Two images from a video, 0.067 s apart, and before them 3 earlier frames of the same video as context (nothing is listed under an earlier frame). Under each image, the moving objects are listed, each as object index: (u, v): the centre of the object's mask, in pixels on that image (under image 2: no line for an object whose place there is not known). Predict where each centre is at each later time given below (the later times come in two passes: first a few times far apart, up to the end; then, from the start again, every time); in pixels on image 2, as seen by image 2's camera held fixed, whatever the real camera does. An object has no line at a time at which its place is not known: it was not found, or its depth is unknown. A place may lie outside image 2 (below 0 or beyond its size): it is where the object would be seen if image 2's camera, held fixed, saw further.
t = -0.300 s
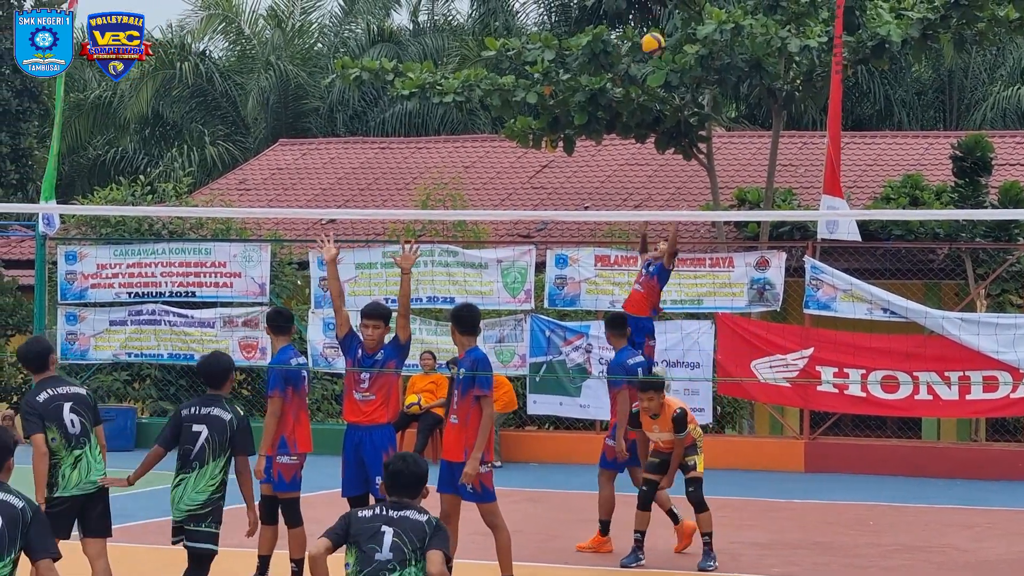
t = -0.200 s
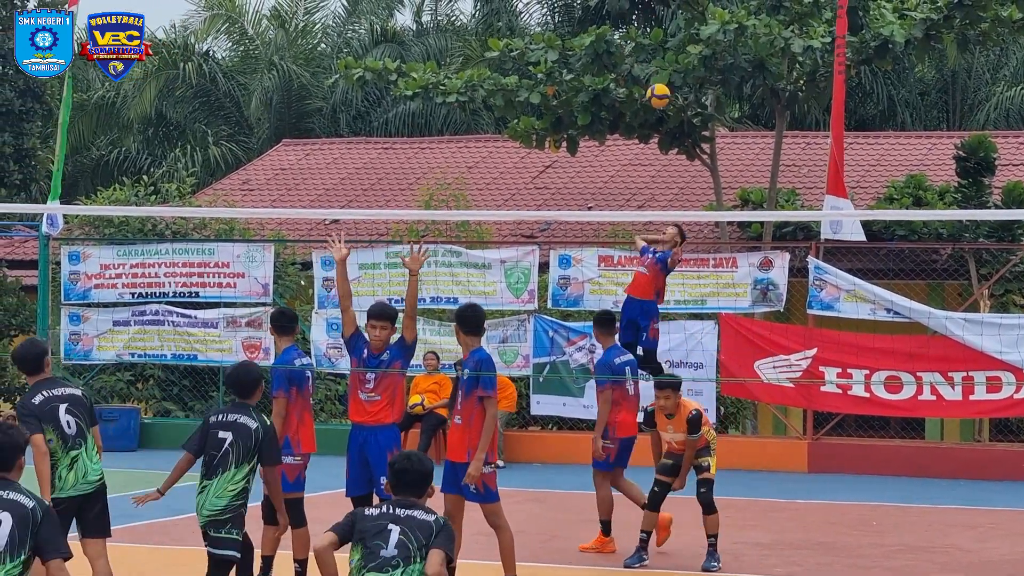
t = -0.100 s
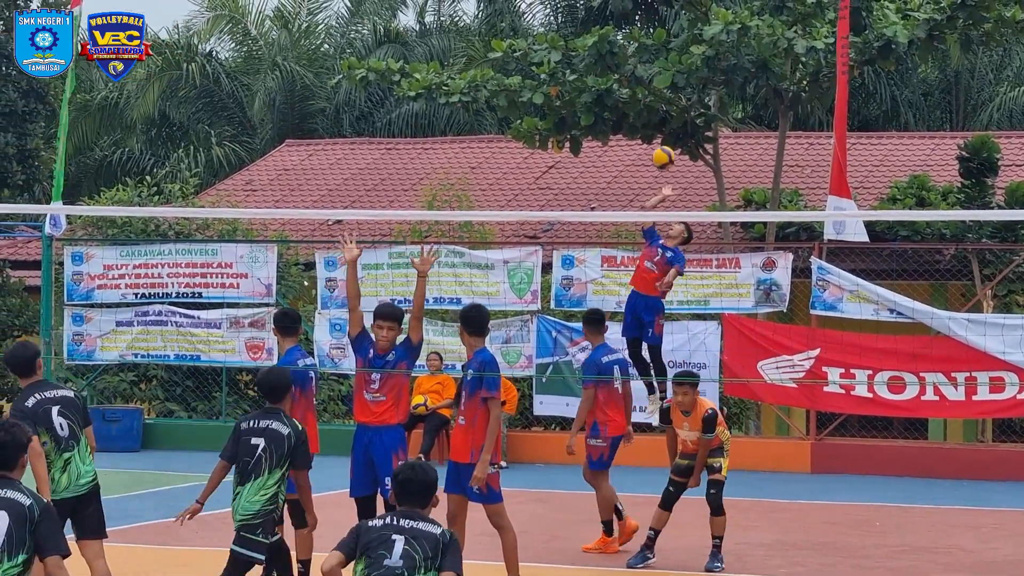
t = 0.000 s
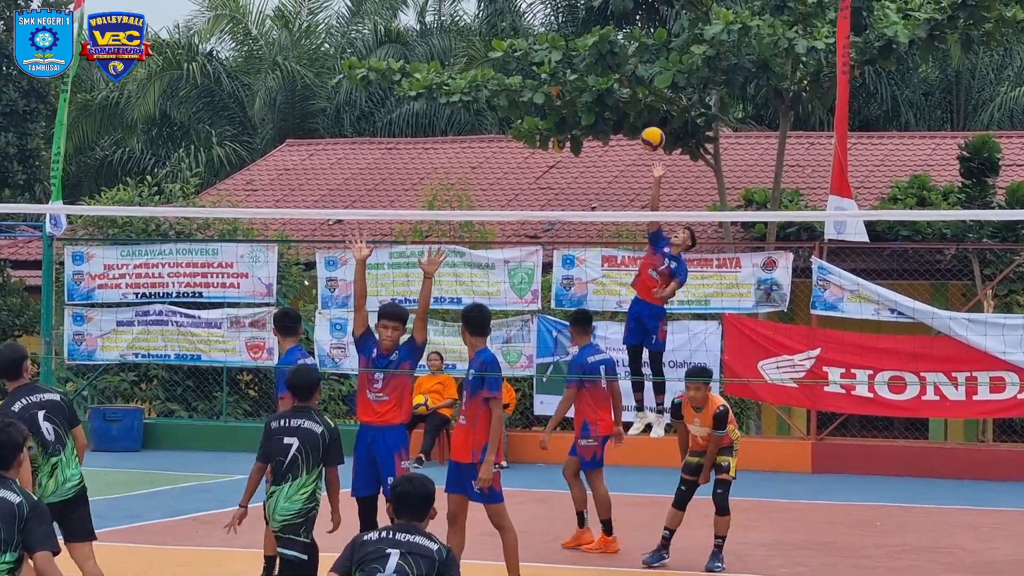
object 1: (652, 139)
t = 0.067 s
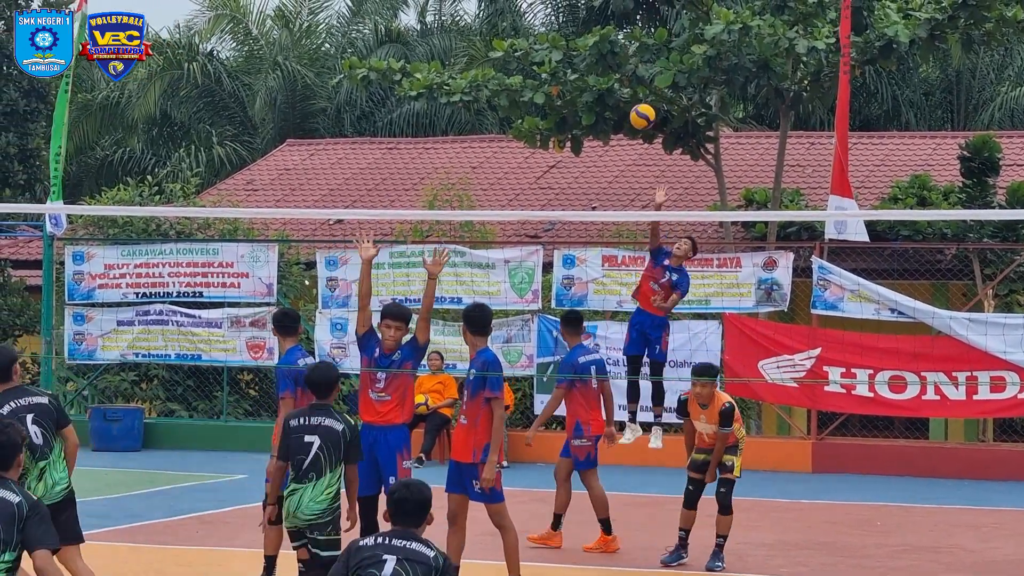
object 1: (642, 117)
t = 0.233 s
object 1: (612, 90)
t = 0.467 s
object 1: (557, 138)
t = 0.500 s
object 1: (548, 155)
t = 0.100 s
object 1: (637, 108)
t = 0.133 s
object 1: (631, 101)
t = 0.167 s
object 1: (625, 96)
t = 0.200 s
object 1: (619, 92)
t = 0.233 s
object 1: (612, 90)
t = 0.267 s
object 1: (605, 90)
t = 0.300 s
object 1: (598, 92)
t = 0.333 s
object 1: (591, 97)
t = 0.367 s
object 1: (583, 103)
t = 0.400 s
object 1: (575, 112)
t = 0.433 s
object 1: (566, 124)
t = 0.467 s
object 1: (557, 138)
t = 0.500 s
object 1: (548, 155)
